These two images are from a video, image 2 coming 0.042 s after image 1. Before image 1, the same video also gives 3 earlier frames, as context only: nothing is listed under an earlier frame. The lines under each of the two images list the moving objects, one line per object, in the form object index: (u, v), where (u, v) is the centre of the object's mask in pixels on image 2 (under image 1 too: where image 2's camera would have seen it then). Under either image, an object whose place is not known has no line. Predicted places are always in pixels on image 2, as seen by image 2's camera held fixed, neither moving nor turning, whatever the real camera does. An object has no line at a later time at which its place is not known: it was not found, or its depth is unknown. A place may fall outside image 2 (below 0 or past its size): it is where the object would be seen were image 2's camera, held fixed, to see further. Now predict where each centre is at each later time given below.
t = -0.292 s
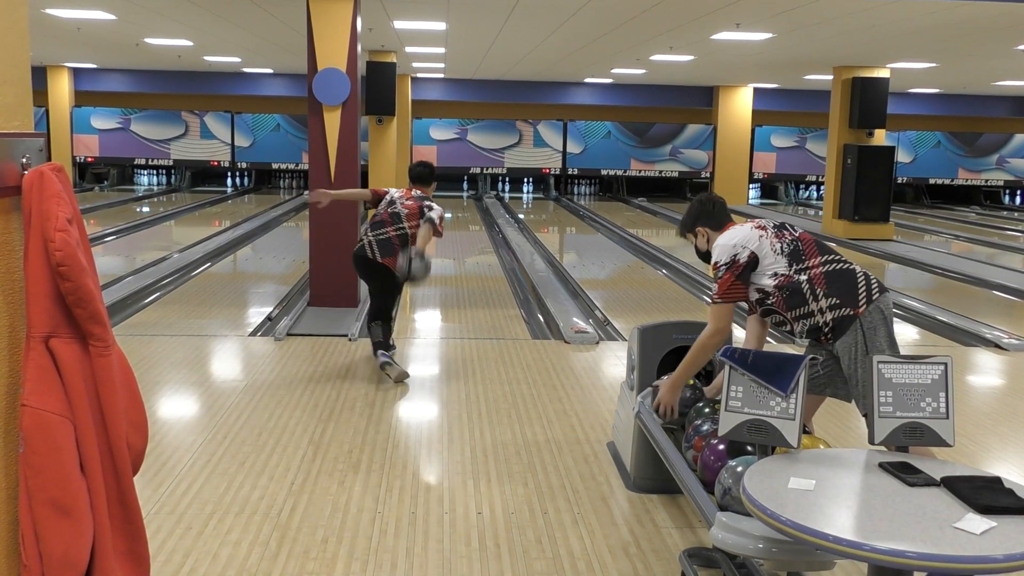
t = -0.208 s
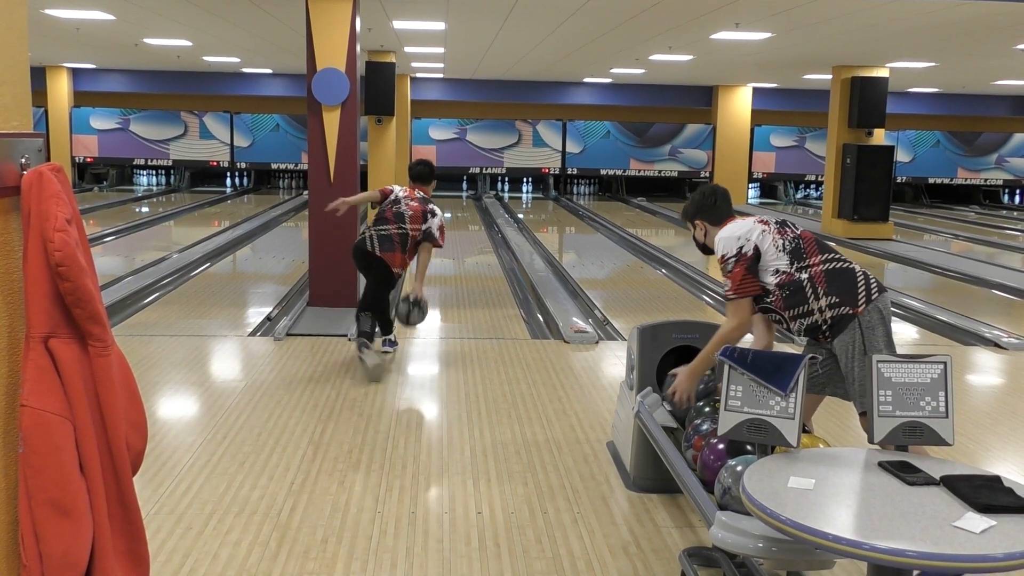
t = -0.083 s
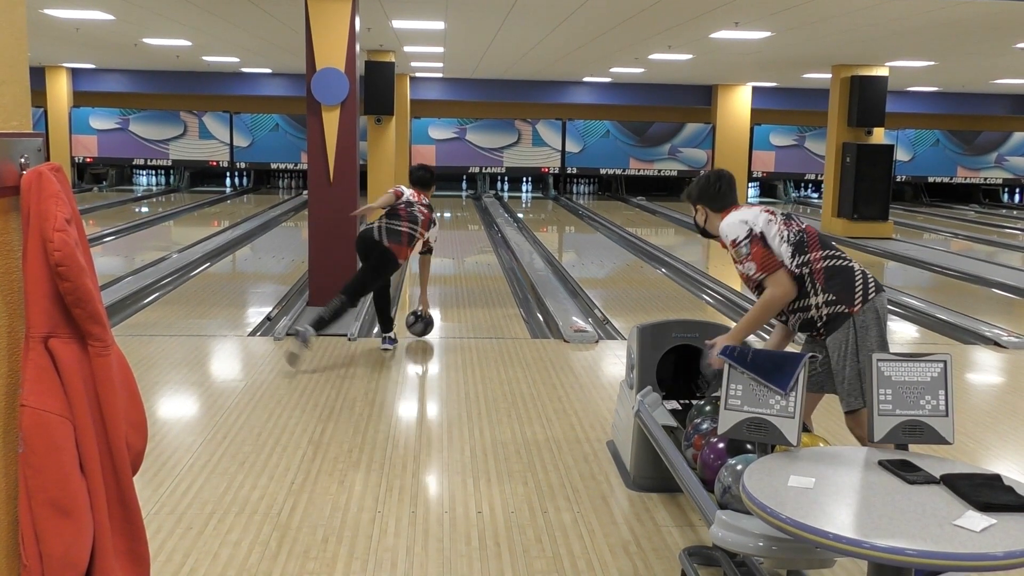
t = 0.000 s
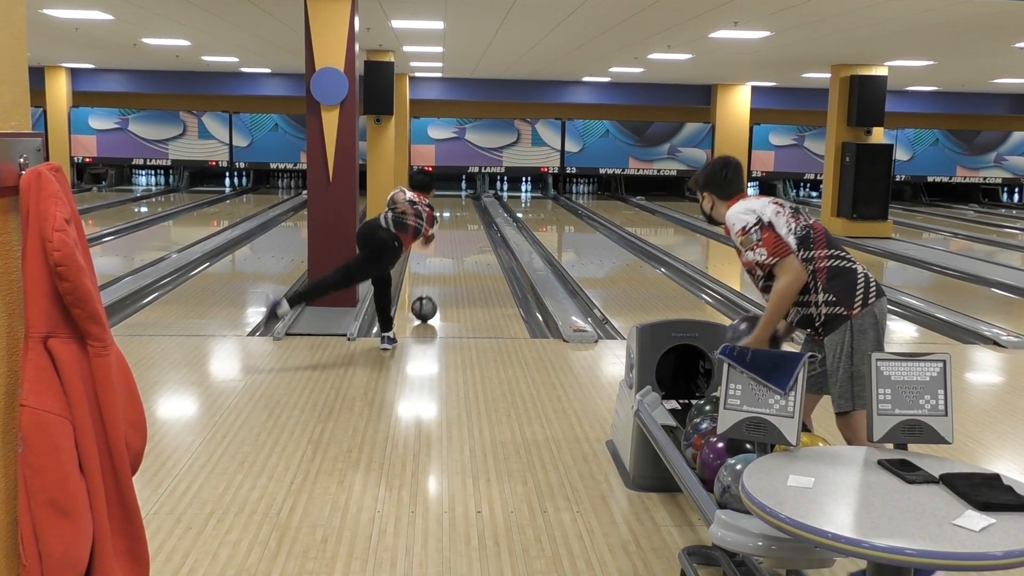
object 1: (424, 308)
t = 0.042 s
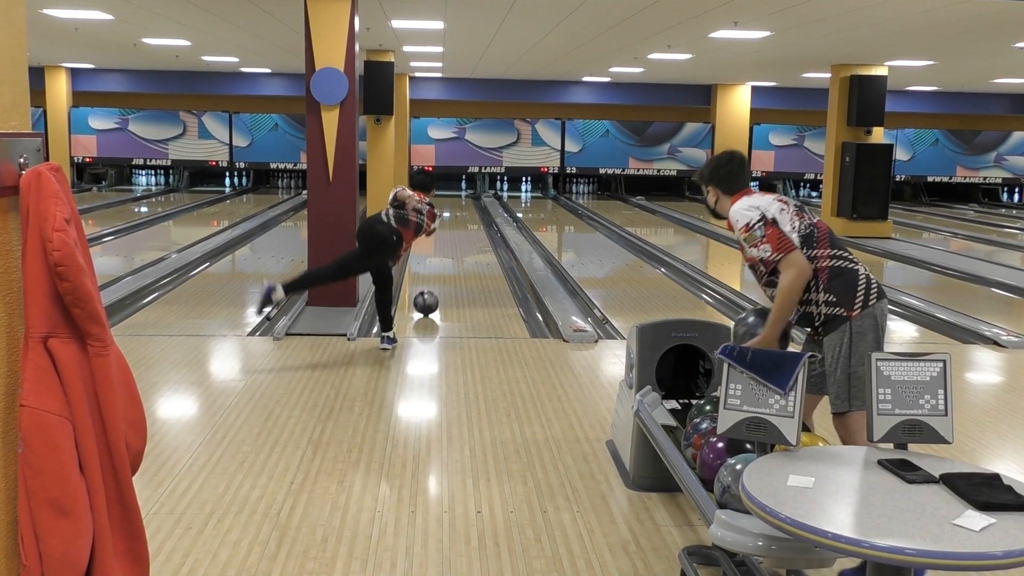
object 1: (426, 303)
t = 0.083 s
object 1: (428, 295)
